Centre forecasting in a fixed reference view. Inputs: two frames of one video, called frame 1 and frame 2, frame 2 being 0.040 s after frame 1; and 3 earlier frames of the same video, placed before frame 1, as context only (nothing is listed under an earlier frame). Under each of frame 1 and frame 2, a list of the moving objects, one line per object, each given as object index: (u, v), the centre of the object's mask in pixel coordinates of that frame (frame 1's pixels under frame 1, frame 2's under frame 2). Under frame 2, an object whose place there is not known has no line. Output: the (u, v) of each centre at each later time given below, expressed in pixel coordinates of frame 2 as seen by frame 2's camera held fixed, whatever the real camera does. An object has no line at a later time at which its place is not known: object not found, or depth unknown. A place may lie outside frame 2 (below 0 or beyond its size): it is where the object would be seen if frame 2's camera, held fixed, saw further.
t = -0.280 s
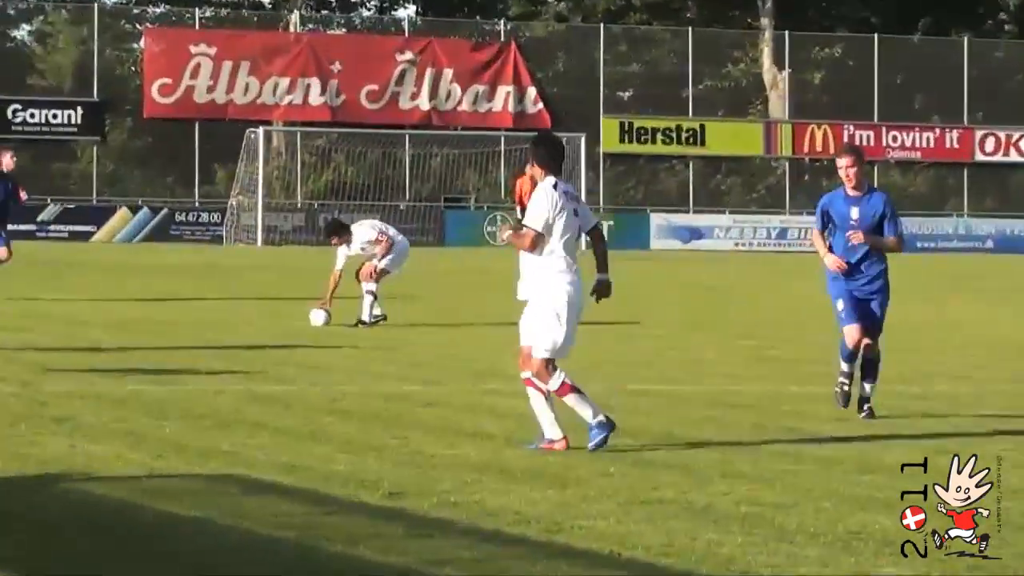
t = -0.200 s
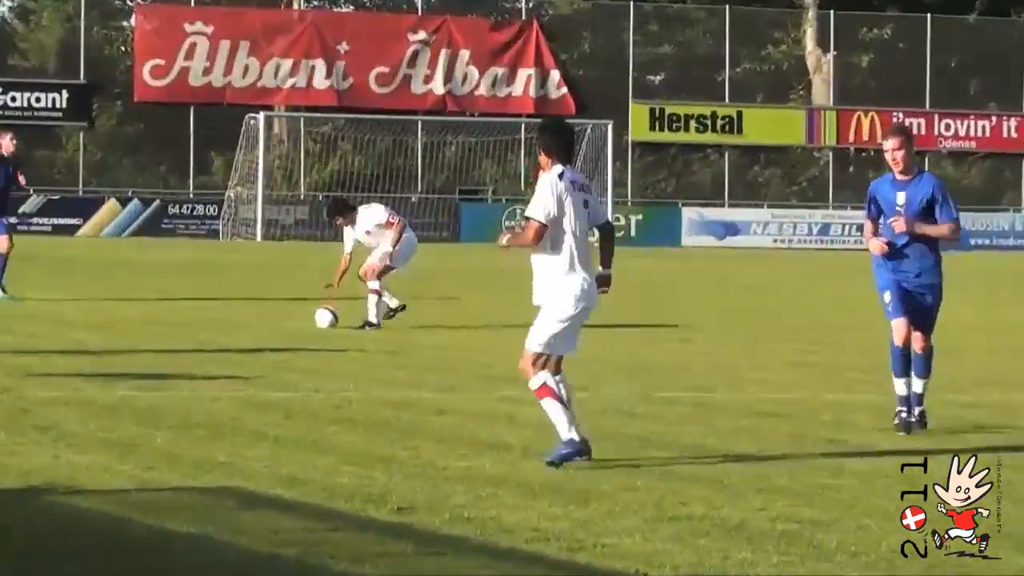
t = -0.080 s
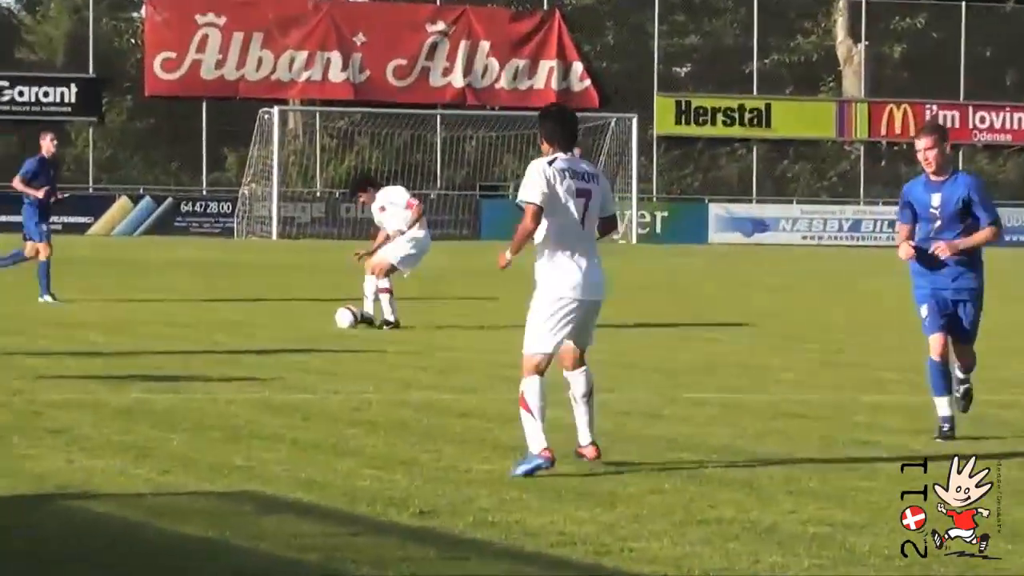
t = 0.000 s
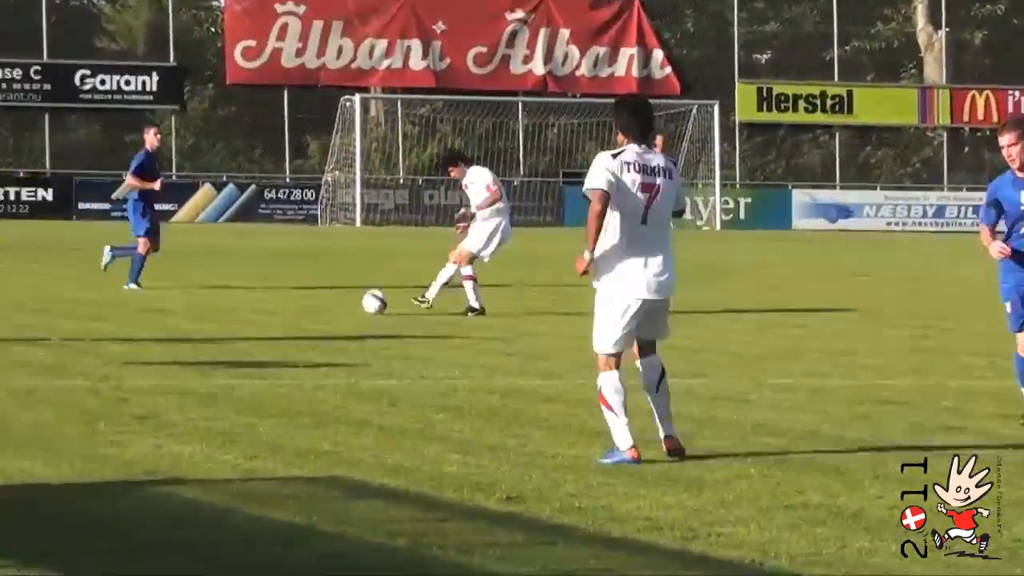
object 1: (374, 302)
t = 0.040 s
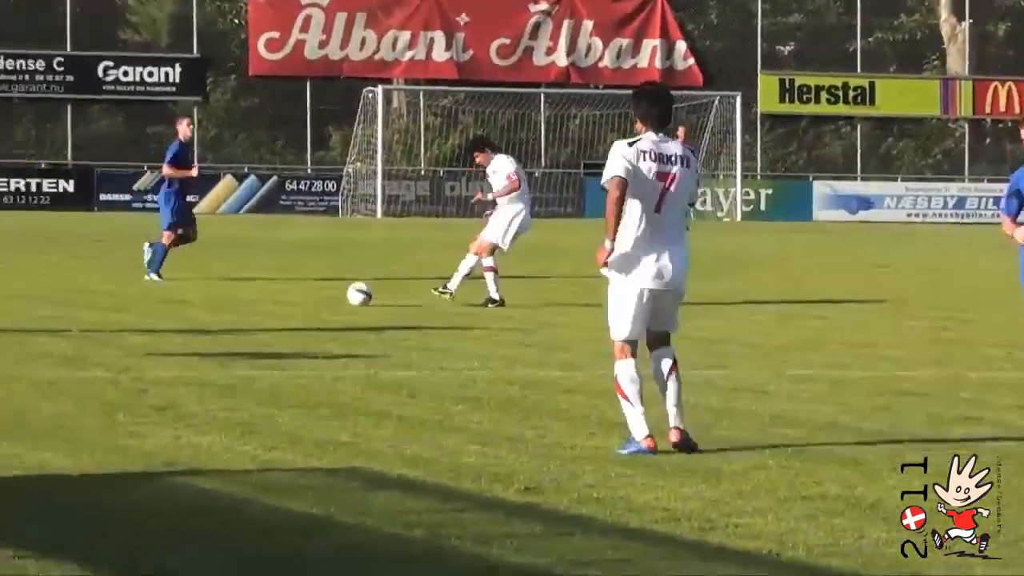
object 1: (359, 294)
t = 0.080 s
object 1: (322, 297)
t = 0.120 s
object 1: (291, 296)
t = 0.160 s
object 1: (246, 297)
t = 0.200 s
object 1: (215, 297)
